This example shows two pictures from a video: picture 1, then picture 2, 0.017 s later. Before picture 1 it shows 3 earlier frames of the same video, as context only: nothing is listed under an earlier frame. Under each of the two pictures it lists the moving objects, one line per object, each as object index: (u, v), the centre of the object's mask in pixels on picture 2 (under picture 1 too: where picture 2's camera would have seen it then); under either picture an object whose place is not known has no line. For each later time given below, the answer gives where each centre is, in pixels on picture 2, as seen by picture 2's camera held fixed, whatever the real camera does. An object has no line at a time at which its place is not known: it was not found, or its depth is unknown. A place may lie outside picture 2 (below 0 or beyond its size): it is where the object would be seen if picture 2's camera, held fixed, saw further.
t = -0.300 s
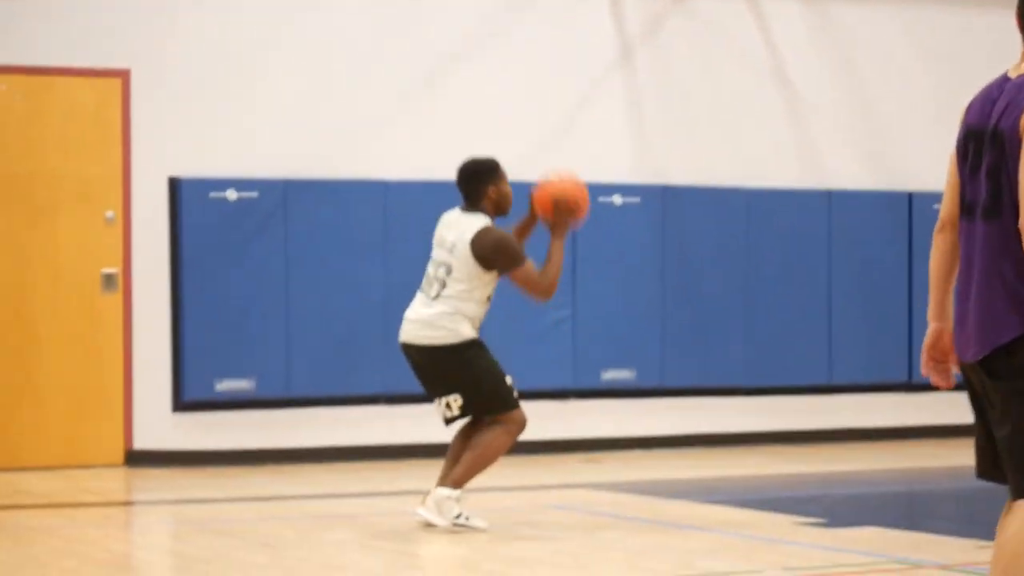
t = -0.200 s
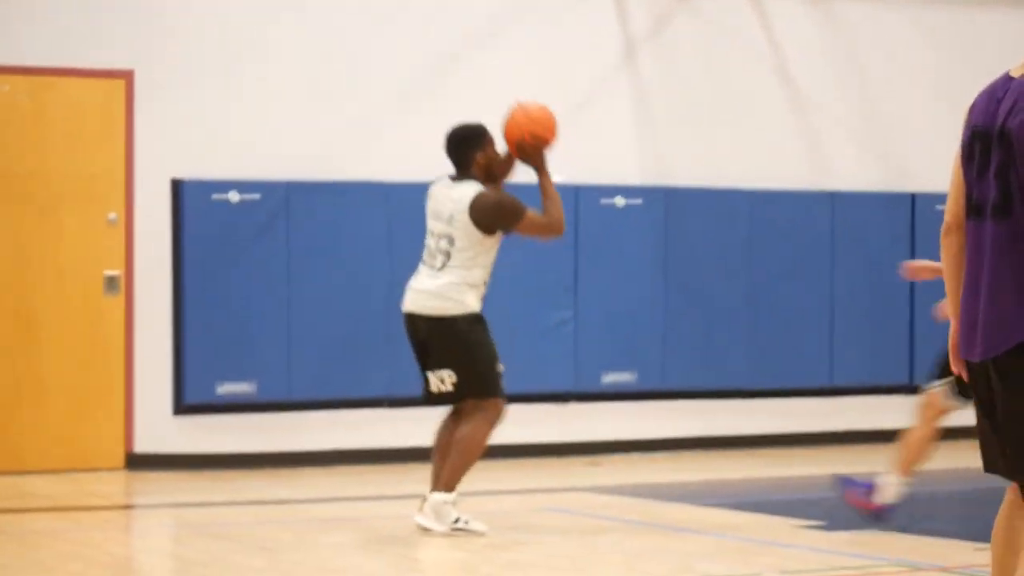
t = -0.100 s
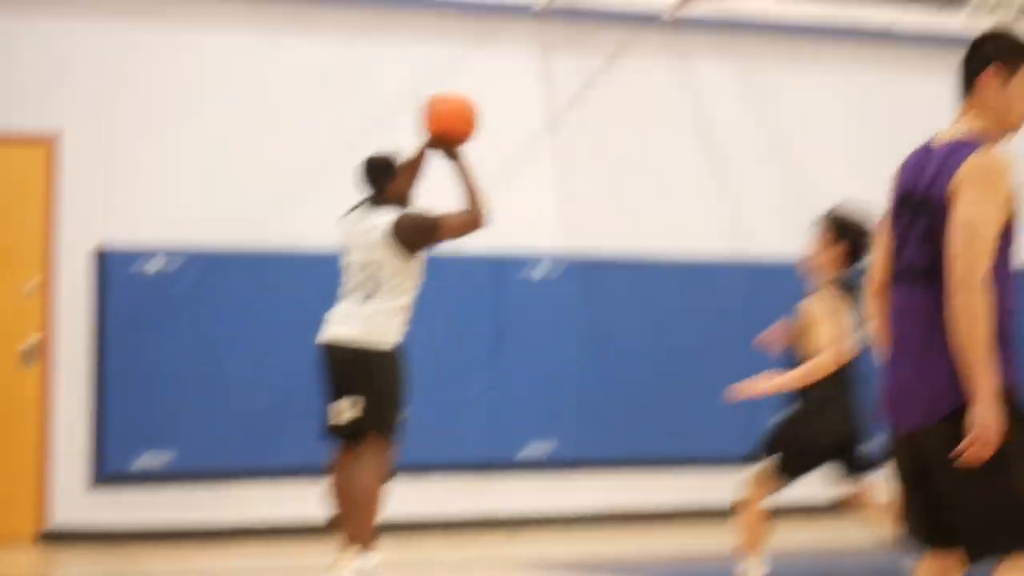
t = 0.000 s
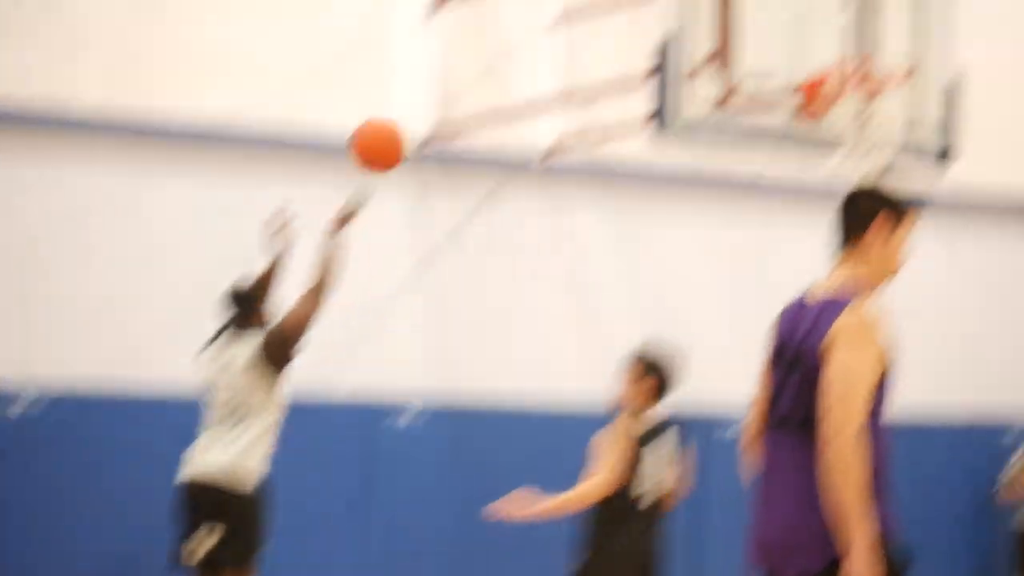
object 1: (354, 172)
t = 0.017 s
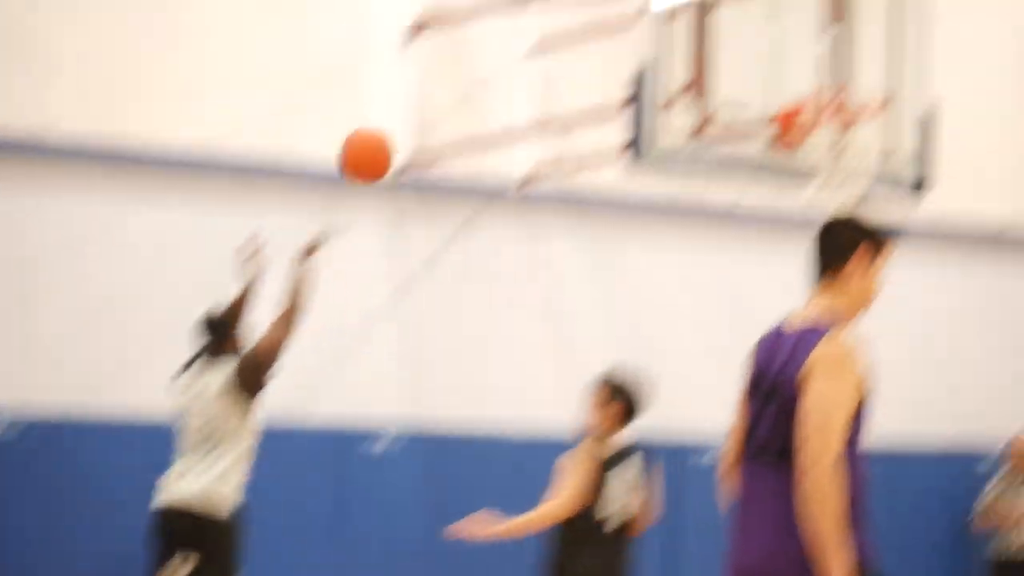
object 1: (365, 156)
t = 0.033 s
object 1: (377, 140)
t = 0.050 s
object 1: (386, 124)
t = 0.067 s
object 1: (396, 110)
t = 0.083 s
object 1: (407, 97)
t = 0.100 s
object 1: (418, 84)
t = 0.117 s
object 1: (429, 71)
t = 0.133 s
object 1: (440, 59)
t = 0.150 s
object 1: (451, 47)
